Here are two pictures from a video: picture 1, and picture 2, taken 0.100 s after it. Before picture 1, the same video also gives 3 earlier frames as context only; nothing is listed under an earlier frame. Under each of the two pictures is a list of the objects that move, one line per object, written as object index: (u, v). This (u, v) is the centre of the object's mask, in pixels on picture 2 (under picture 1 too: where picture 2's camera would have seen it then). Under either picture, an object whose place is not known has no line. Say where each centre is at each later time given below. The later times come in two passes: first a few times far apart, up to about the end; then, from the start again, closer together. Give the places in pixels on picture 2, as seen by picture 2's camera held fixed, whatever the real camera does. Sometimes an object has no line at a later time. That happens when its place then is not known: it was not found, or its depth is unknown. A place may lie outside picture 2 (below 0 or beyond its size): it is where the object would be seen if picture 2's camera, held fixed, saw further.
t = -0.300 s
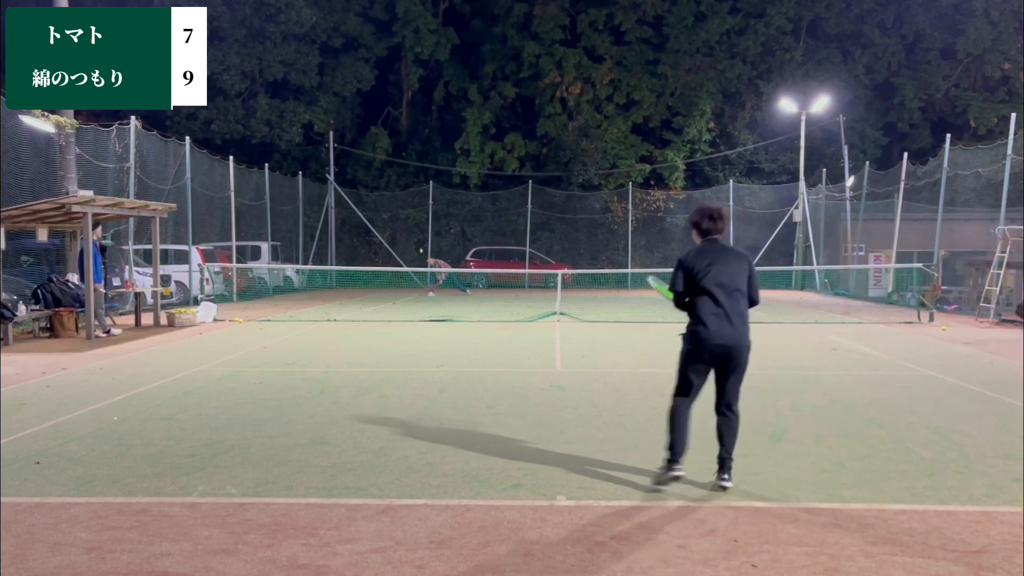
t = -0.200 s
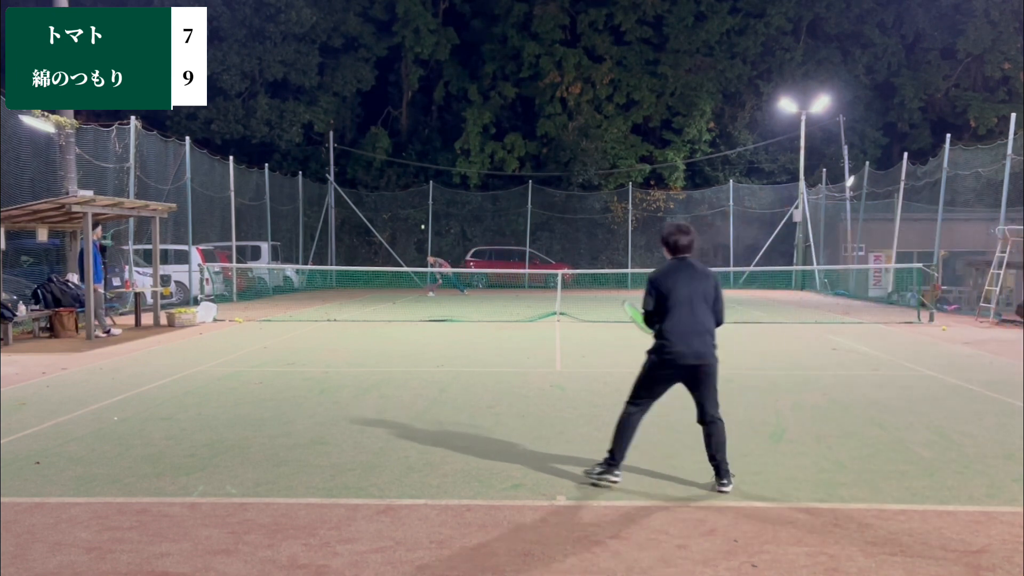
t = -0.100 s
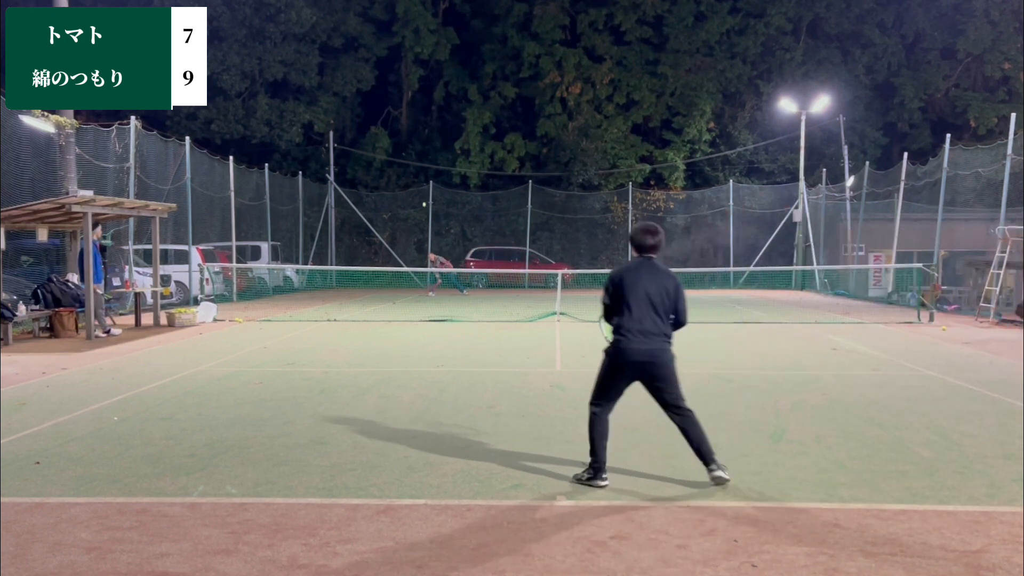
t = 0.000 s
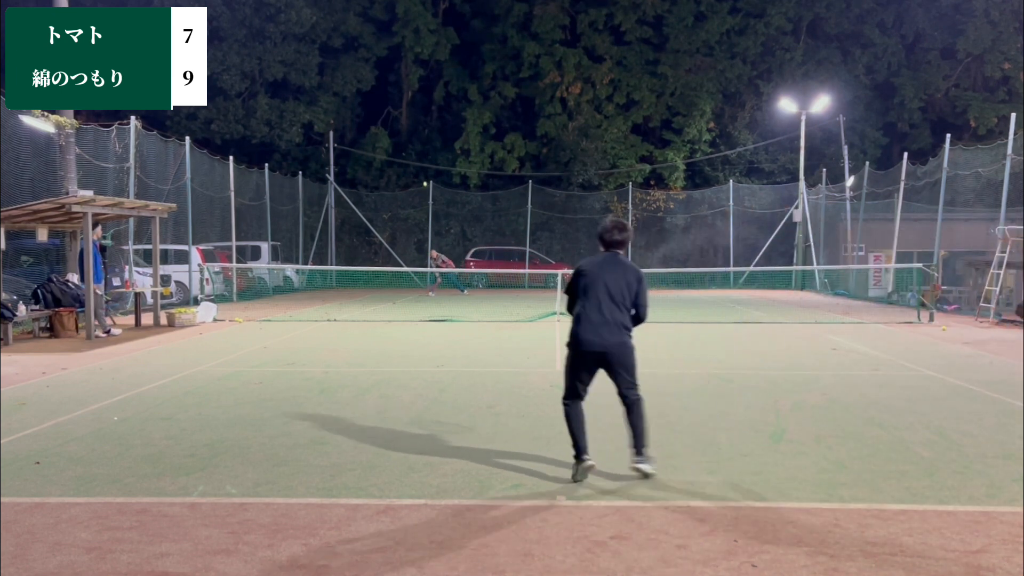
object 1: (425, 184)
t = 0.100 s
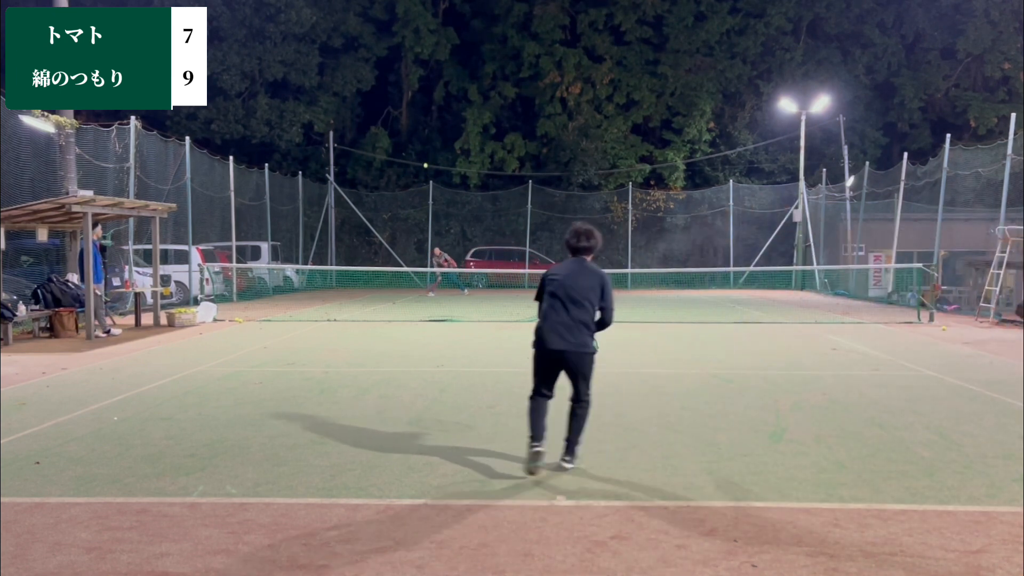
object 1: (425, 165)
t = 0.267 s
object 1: (425, 140)
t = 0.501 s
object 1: (423, 122)
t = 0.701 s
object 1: (418, 126)
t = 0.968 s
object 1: (406, 172)
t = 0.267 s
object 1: (425, 140)
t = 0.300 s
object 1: (425, 136)
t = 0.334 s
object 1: (425, 133)
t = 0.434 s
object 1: (424, 125)
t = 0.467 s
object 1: (424, 123)
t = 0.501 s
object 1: (423, 122)
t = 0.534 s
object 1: (423, 121)
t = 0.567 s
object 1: (422, 121)
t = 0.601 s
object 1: (421, 121)
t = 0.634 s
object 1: (420, 122)
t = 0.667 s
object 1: (419, 124)
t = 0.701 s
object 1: (418, 126)
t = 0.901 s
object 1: (410, 155)
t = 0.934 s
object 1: (408, 163)
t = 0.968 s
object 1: (406, 172)
